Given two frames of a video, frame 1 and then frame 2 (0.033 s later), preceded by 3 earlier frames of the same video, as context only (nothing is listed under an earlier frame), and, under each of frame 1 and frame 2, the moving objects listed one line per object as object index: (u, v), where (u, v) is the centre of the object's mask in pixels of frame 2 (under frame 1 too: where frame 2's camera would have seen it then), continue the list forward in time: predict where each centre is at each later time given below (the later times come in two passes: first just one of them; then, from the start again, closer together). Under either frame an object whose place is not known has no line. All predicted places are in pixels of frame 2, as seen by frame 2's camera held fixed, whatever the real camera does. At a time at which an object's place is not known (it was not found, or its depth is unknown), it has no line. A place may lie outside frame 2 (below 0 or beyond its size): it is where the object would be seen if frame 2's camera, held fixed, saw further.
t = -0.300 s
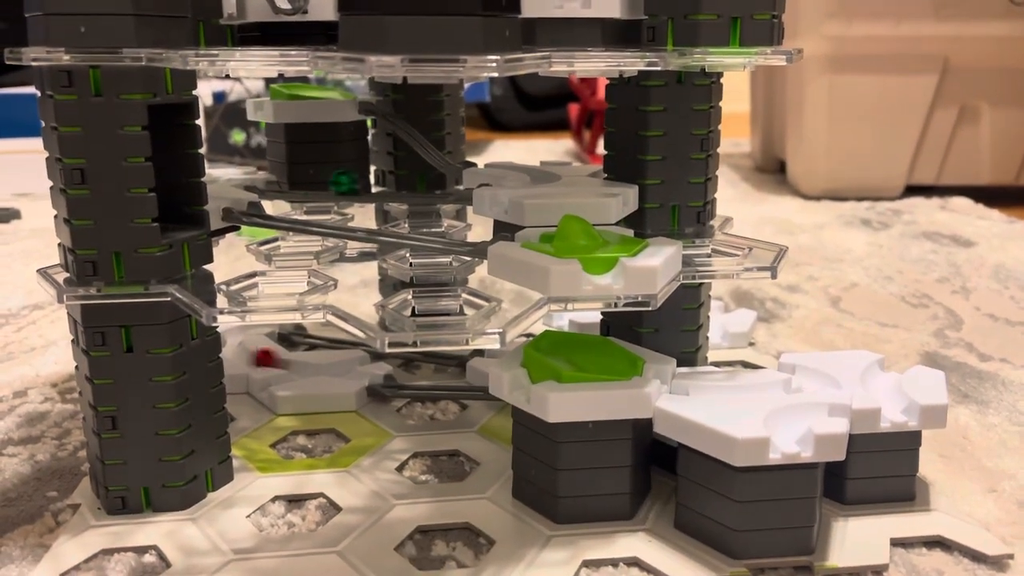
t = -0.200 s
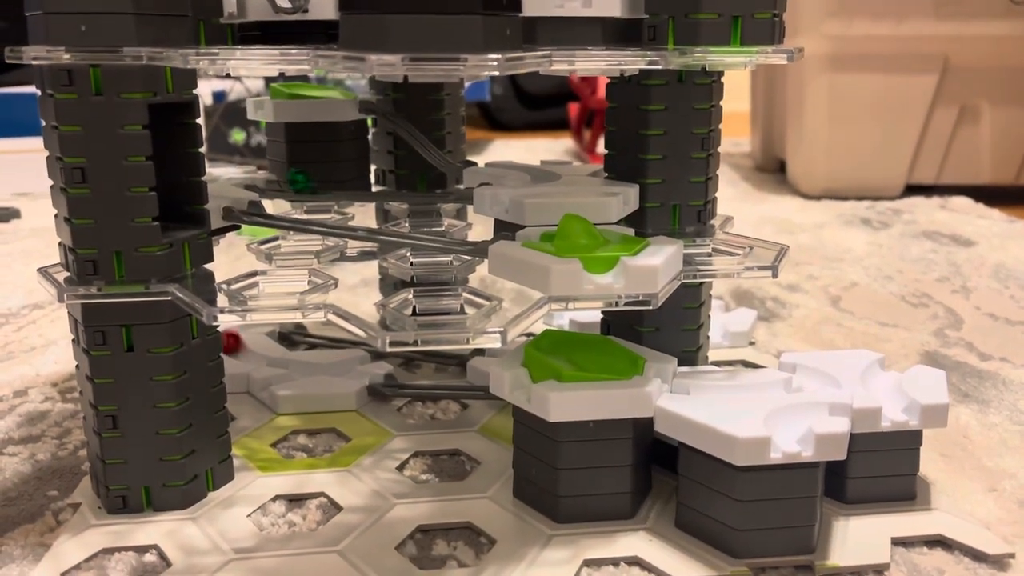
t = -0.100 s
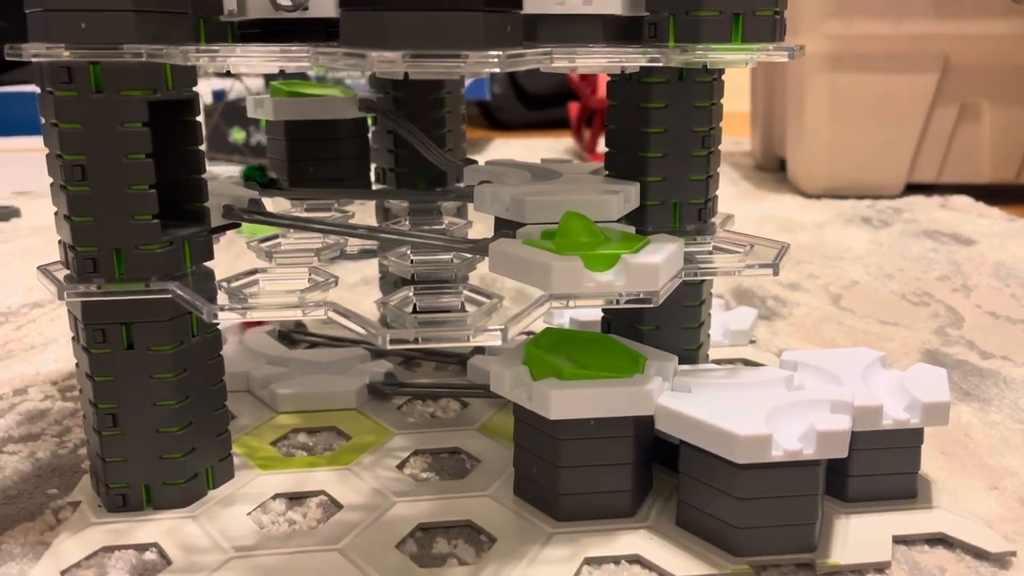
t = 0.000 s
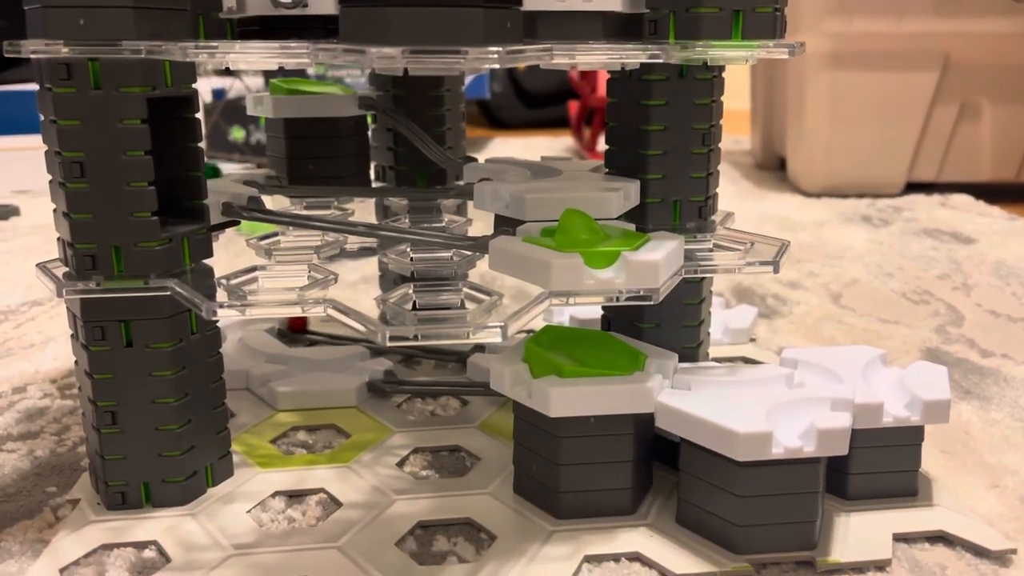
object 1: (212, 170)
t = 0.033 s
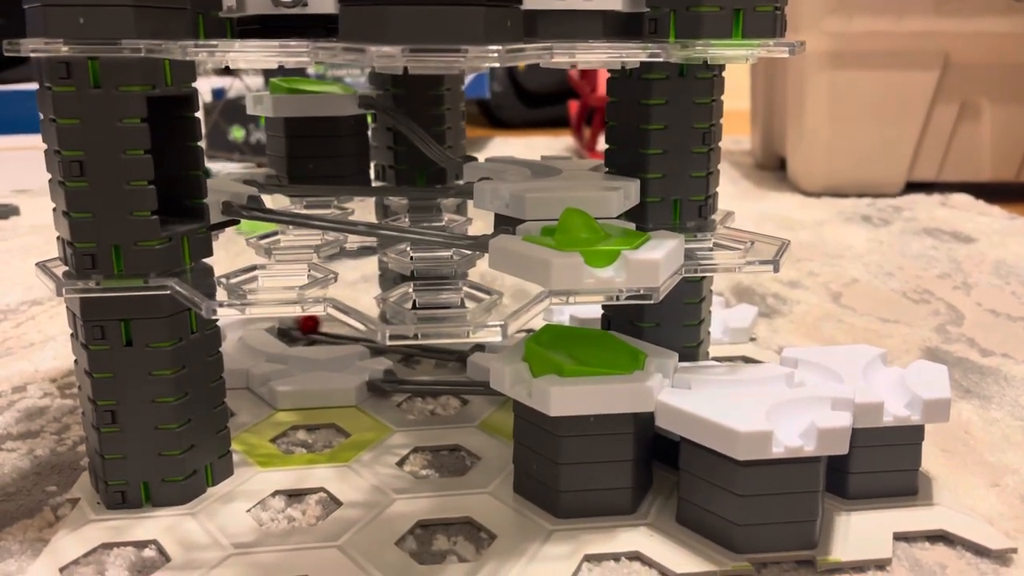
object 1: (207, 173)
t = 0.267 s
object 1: (213, 187)
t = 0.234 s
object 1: (209, 186)
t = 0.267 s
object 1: (213, 187)
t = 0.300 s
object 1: (218, 188)
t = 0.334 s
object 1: (230, 189)
